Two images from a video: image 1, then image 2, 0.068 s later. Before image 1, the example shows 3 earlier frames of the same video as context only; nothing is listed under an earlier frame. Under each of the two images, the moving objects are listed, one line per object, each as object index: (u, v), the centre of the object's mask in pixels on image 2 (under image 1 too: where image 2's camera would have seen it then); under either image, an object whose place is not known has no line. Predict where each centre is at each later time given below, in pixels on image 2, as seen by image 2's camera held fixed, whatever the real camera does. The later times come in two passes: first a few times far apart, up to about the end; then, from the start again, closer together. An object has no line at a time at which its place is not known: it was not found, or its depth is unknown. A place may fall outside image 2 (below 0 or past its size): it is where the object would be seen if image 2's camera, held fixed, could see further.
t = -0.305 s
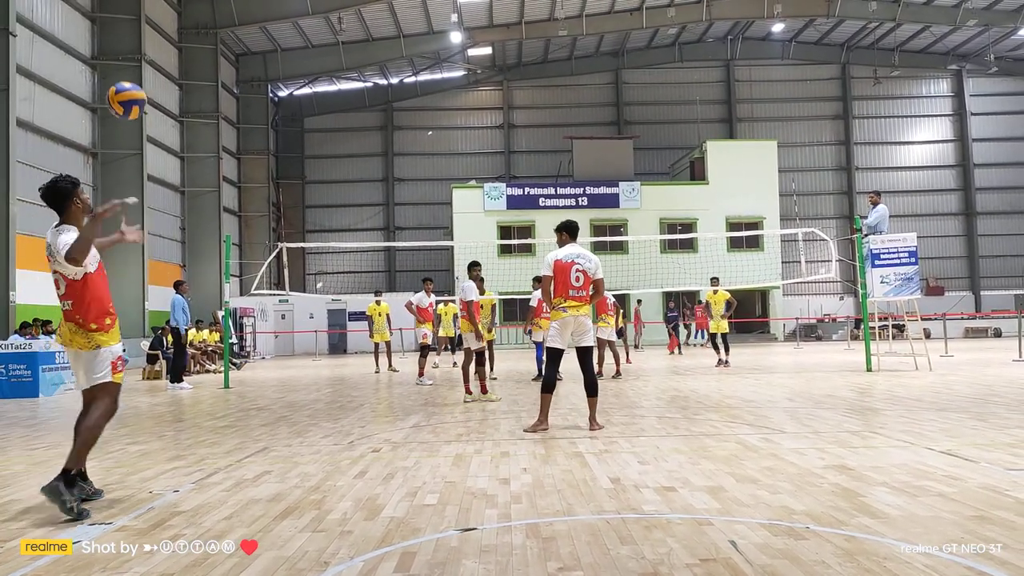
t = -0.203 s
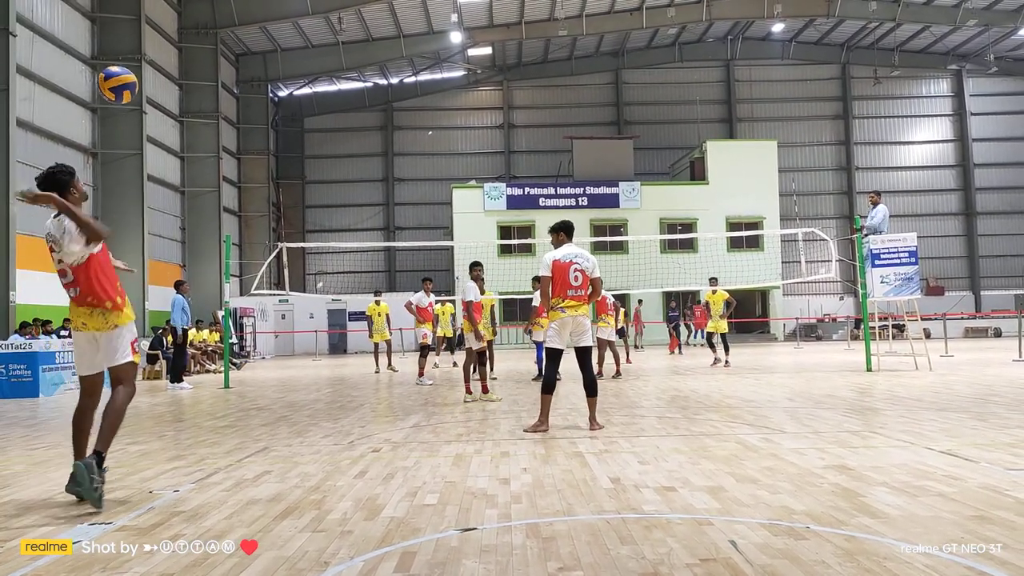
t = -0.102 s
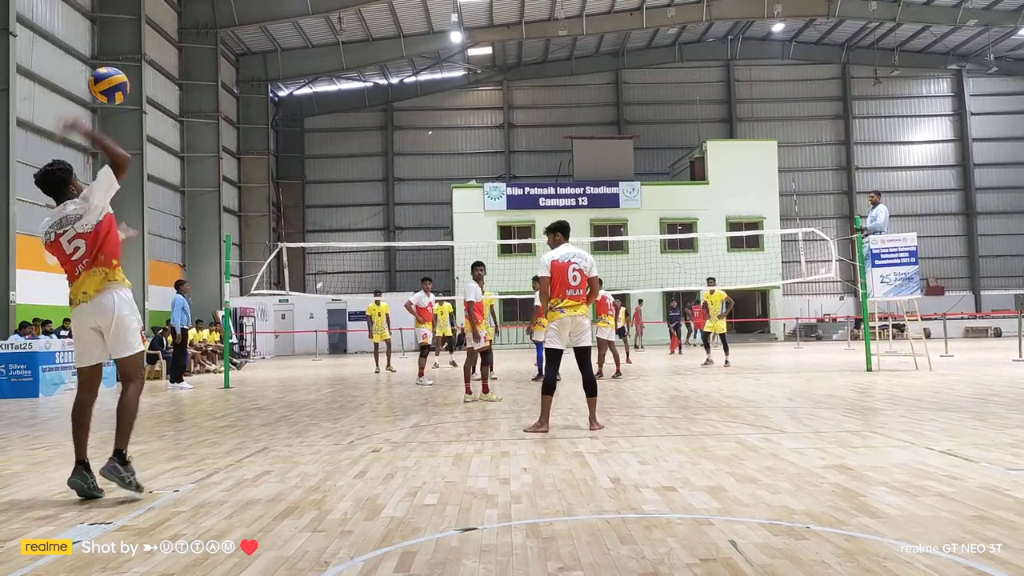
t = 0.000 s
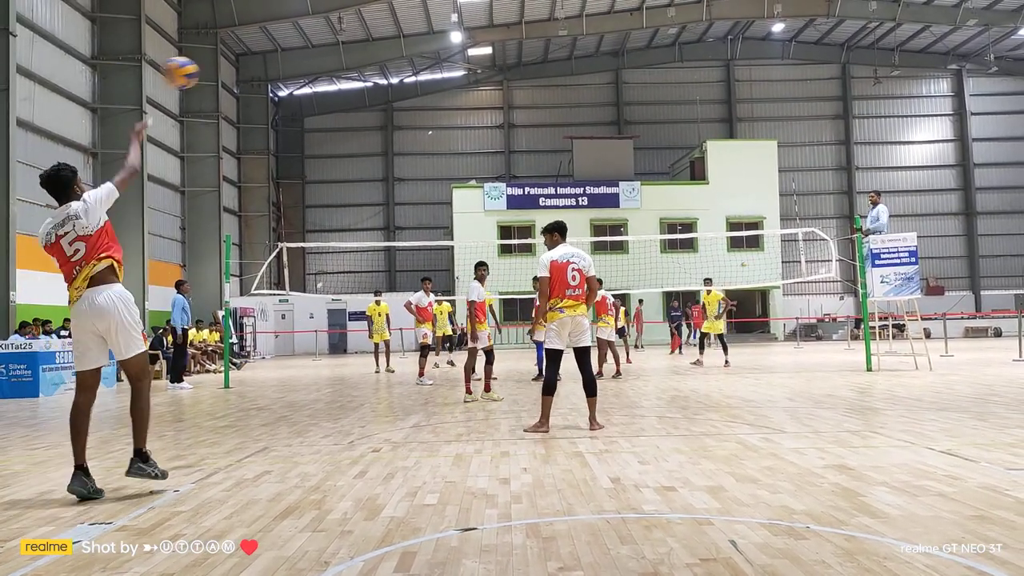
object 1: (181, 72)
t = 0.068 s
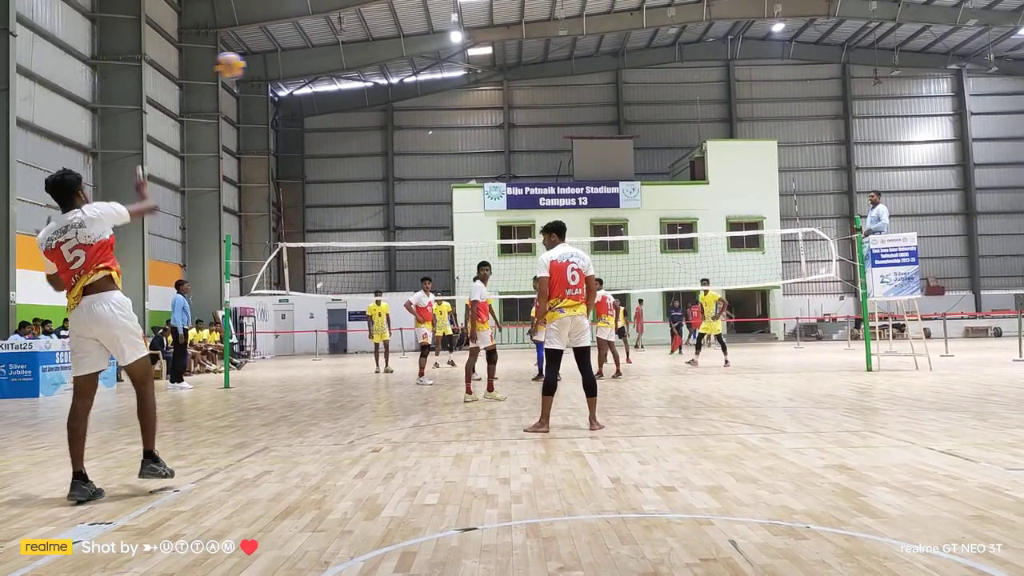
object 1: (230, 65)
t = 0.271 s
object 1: (322, 78)
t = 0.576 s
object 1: (391, 138)
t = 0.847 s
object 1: (424, 205)
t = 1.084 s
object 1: (441, 271)
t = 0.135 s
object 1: (268, 66)
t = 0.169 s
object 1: (284, 67)
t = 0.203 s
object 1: (298, 70)
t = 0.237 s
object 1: (310, 74)
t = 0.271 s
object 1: (322, 78)
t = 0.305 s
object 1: (333, 84)
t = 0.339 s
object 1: (342, 91)
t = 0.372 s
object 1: (351, 97)
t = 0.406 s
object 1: (359, 102)
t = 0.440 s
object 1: (367, 109)
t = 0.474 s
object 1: (373, 116)
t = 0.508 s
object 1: (379, 123)
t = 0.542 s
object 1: (385, 131)
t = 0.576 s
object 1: (391, 138)
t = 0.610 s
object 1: (396, 146)
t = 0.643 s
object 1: (401, 154)
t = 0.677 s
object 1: (405, 163)
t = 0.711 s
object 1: (410, 171)
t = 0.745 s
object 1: (414, 179)
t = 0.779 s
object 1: (417, 188)
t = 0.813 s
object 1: (421, 197)
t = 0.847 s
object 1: (424, 205)
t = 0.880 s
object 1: (427, 214)
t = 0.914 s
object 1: (429, 224)
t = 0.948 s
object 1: (432, 233)
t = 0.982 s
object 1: (434, 238)
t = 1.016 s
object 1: (437, 252)
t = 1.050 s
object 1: (439, 262)
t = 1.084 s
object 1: (441, 271)
